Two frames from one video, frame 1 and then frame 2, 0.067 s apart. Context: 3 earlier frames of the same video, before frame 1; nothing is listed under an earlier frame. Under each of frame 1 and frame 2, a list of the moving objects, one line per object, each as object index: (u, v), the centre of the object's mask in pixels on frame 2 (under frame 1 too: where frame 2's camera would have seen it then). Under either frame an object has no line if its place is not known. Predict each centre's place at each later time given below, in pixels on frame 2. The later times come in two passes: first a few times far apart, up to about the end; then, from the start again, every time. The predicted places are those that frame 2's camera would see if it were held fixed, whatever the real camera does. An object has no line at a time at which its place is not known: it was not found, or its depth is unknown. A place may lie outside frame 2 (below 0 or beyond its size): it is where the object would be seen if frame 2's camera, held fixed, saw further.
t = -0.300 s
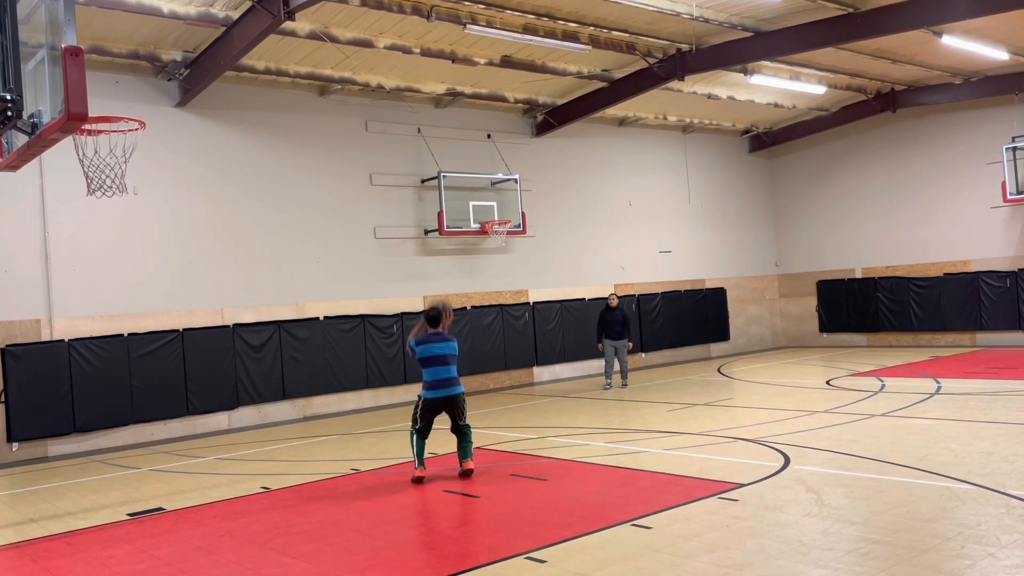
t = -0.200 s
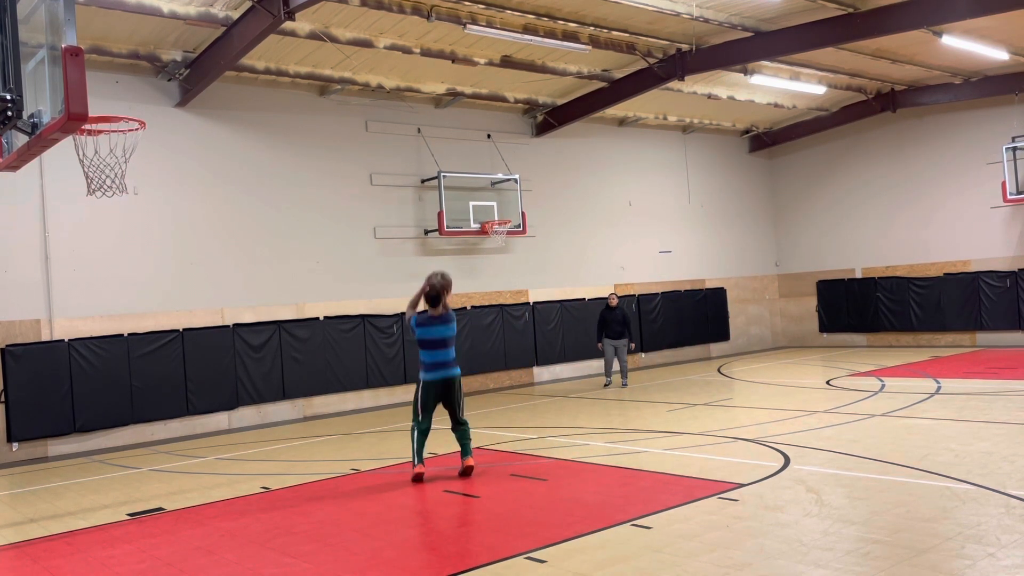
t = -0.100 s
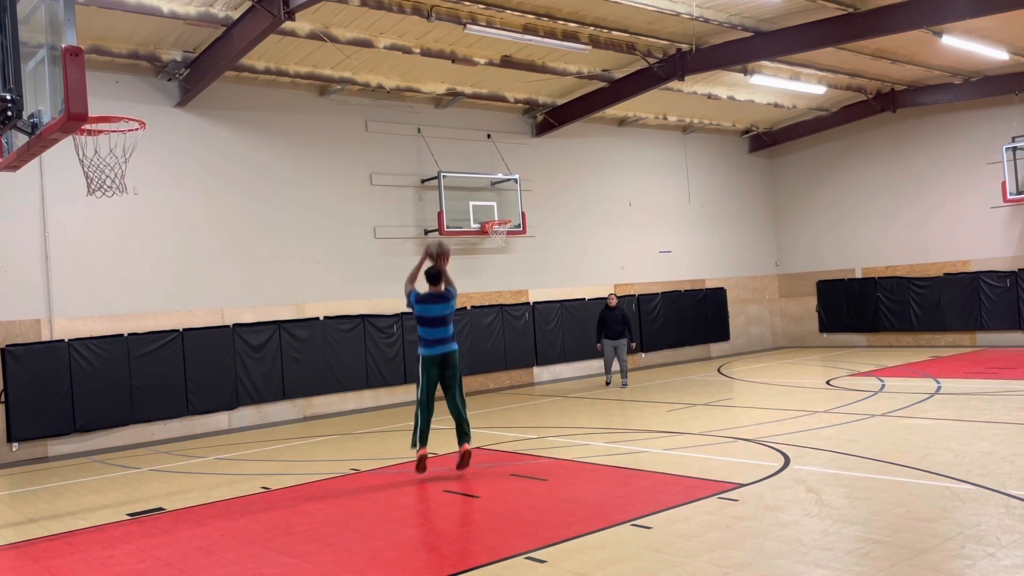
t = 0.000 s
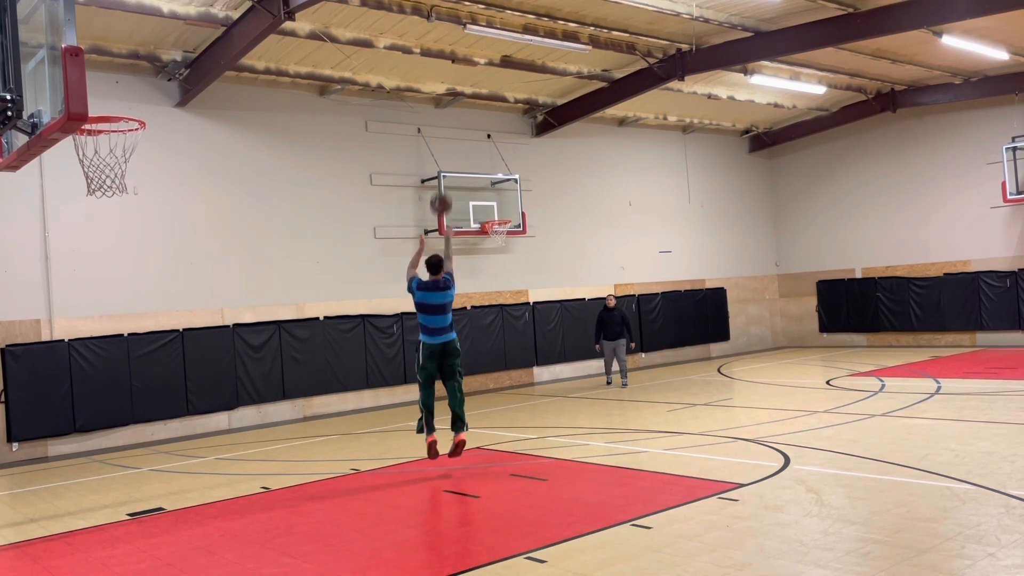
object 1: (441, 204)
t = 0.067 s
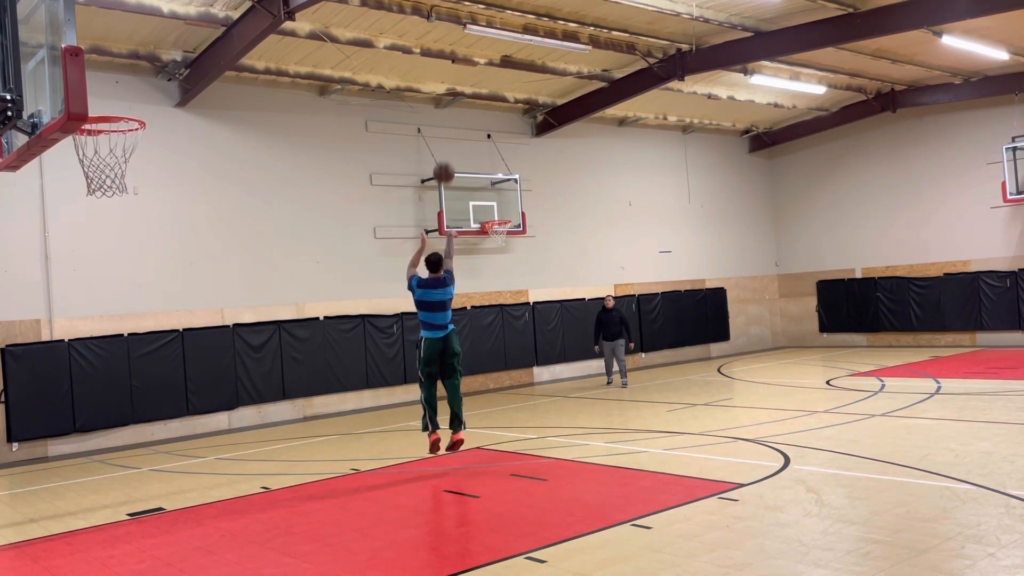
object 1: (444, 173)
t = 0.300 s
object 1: (453, 112)
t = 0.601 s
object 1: (467, 107)
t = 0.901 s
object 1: (482, 156)
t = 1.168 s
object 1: (495, 215)
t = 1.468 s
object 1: (522, 205)
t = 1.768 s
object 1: (561, 230)
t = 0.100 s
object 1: (445, 160)
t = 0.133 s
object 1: (447, 149)
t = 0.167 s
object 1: (448, 139)
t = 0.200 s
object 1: (449, 131)
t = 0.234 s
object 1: (451, 123)
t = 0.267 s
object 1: (452, 118)
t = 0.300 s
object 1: (453, 112)
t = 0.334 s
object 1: (455, 108)
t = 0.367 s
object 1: (457, 104)
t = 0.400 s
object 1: (458, 102)
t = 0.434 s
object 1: (460, 101)
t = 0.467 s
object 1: (461, 101)
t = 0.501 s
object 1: (462, 102)
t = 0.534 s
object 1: (464, 102)
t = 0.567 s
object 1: (465, 105)
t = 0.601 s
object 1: (467, 107)
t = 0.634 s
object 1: (469, 110)
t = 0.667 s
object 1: (470, 114)
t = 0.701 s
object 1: (472, 118)
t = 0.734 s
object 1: (474, 123)
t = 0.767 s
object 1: (475, 129)
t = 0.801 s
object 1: (477, 135)
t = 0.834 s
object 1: (478, 142)
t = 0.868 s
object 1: (480, 149)
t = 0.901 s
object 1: (482, 156)
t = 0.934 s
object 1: (483, 164)
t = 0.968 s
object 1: (485, 172)
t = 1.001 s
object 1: (487, 181)
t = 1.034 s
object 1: (488, 190)
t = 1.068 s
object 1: (490, 200)
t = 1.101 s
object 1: (491, 210)
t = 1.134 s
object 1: (493, 215)
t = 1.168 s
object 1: (495, 215)
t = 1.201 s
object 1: (496, 215)
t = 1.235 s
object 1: (498, 215)
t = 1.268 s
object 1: (499, 214)
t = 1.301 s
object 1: (500, 212)
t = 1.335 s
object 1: (505, 209)
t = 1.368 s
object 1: (509, 207)
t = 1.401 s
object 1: (513, 206)
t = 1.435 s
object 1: (518, 205)
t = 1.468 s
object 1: (522, 205)
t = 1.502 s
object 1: (526, 206)
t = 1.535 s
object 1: (530, 207)
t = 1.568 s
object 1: (534, 208)
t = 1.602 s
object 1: (539, 210)
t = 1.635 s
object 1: (543, 213)
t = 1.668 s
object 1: (548, 217)
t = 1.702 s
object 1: (552, 221)
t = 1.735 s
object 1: (557, 225)
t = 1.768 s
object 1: (561, 230)
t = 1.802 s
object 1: (566, 236)
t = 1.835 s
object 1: (570, 243)
